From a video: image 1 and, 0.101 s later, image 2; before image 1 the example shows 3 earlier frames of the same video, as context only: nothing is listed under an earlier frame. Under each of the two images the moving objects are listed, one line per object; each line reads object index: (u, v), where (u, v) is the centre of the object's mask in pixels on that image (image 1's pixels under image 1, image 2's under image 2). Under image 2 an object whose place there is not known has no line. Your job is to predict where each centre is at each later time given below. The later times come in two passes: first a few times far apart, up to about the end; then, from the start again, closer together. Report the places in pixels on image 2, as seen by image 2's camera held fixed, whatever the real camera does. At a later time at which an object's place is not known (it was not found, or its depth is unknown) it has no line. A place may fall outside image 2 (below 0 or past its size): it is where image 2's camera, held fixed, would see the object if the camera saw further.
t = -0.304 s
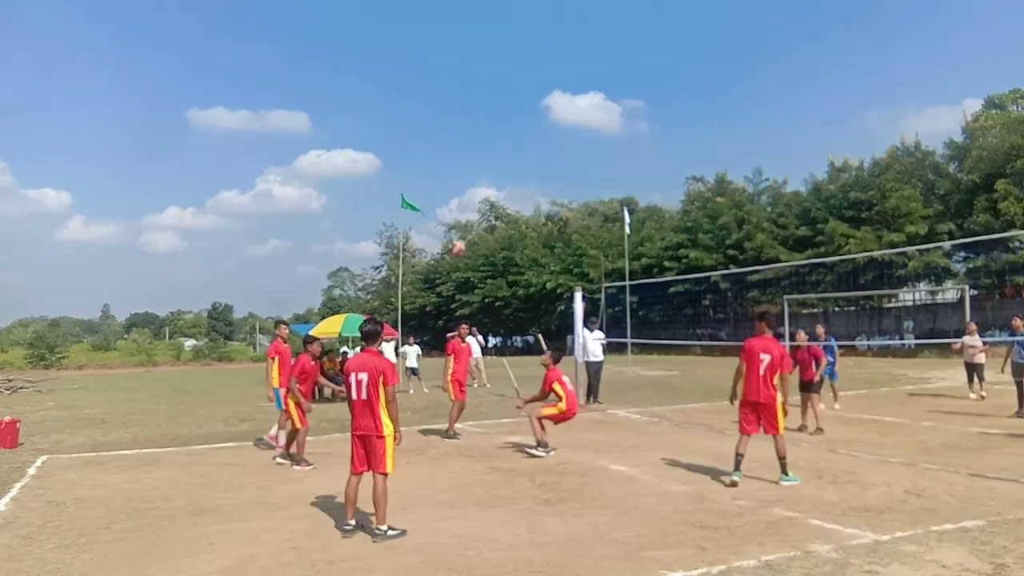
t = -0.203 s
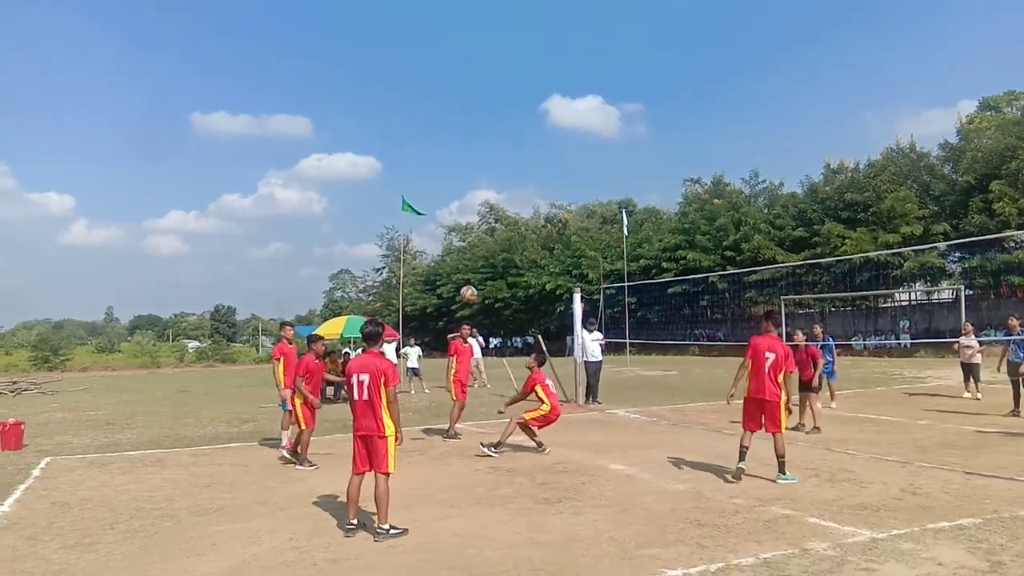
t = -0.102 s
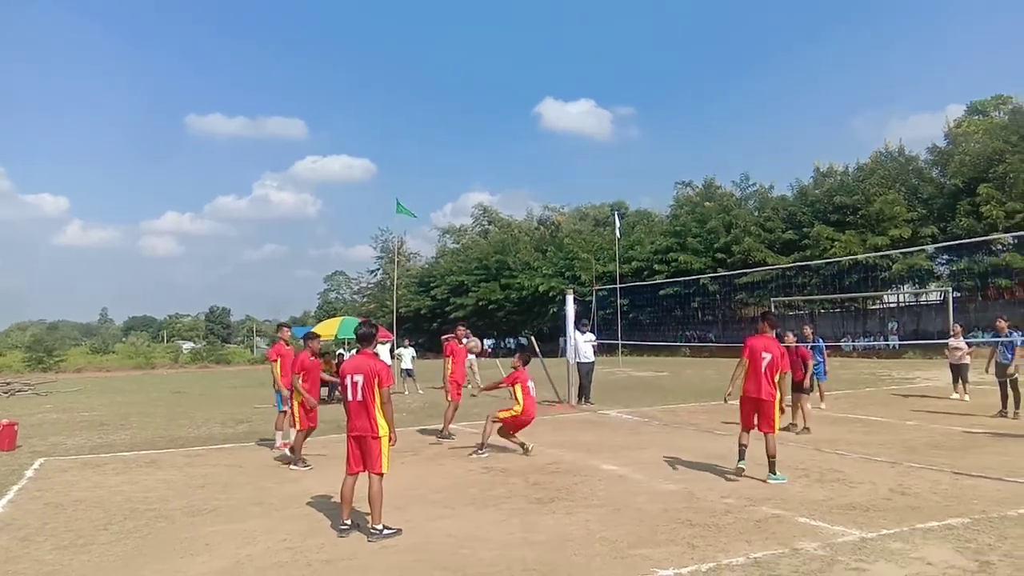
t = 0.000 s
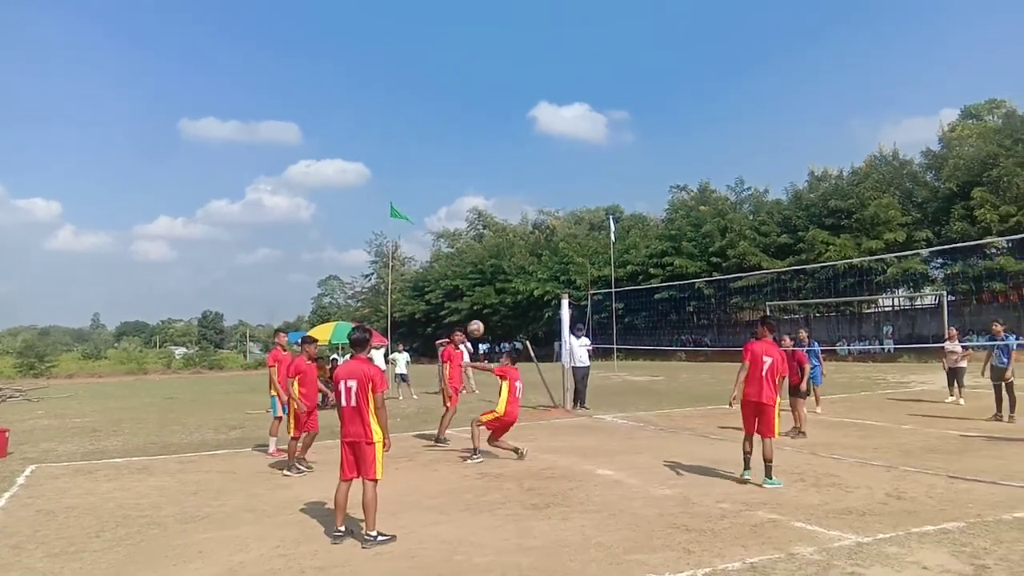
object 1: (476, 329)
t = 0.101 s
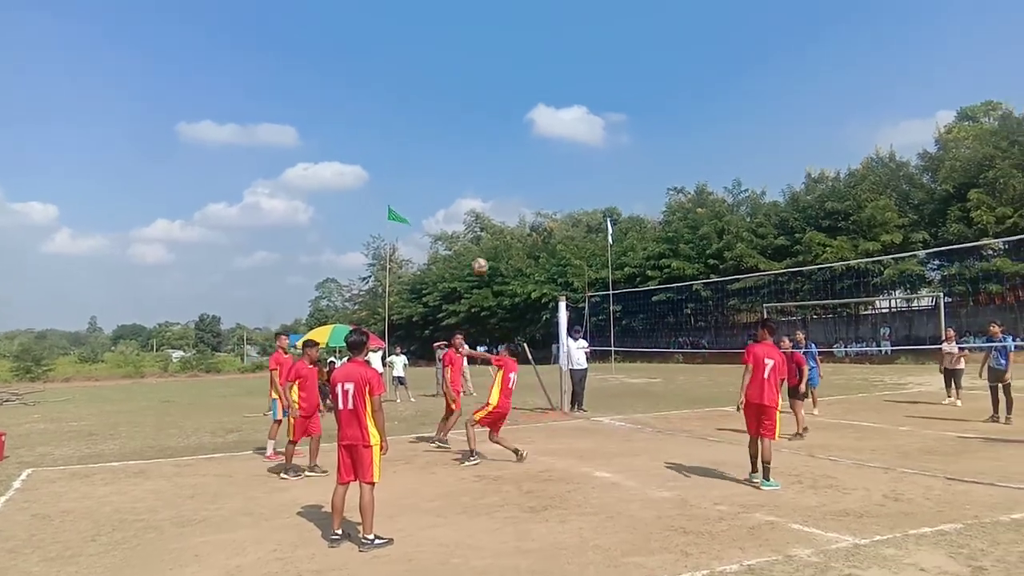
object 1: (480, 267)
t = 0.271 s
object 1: (491, 179)
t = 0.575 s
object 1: (514, 81)
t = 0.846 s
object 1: (535, 56)
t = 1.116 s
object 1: (558, 79)
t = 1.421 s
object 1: (582, 158)
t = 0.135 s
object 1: (482, 246)
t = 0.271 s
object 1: (491, 179)
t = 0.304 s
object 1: (493, 164)
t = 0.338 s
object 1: (496, 151)
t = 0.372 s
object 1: (498, 138)
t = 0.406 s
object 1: (501, 126)
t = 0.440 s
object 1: (504, 115)
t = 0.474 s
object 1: (506, 106)
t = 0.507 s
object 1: (509, 97)
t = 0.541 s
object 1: (512, 88)
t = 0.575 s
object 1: (514, 81)
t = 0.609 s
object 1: (516, 76)
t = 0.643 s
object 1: (519, 70)
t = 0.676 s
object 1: (521, 65)
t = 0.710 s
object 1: (525, 62)
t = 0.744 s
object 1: (528, 59)
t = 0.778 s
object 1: (530, 57)
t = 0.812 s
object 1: (533, 56)
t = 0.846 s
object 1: (535, 56)
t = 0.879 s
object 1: (538, 56)
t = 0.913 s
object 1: (541, 57)
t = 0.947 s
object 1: (544, 58)
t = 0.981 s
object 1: (546, 60)
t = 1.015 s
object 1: (549, 64)
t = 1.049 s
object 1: (552, 69)
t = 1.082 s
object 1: (556, 73)
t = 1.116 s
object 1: (558, 79)
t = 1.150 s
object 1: (560, 85)
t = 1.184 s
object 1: (561, 92)
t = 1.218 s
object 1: (564, 101)
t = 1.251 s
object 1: (569, 108)
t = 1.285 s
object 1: (572, 116)
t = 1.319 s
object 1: (574, 126)
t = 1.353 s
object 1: (576, 136)
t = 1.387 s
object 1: (578, 147)
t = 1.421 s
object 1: (582, 158)
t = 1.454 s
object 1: (584, 170)
